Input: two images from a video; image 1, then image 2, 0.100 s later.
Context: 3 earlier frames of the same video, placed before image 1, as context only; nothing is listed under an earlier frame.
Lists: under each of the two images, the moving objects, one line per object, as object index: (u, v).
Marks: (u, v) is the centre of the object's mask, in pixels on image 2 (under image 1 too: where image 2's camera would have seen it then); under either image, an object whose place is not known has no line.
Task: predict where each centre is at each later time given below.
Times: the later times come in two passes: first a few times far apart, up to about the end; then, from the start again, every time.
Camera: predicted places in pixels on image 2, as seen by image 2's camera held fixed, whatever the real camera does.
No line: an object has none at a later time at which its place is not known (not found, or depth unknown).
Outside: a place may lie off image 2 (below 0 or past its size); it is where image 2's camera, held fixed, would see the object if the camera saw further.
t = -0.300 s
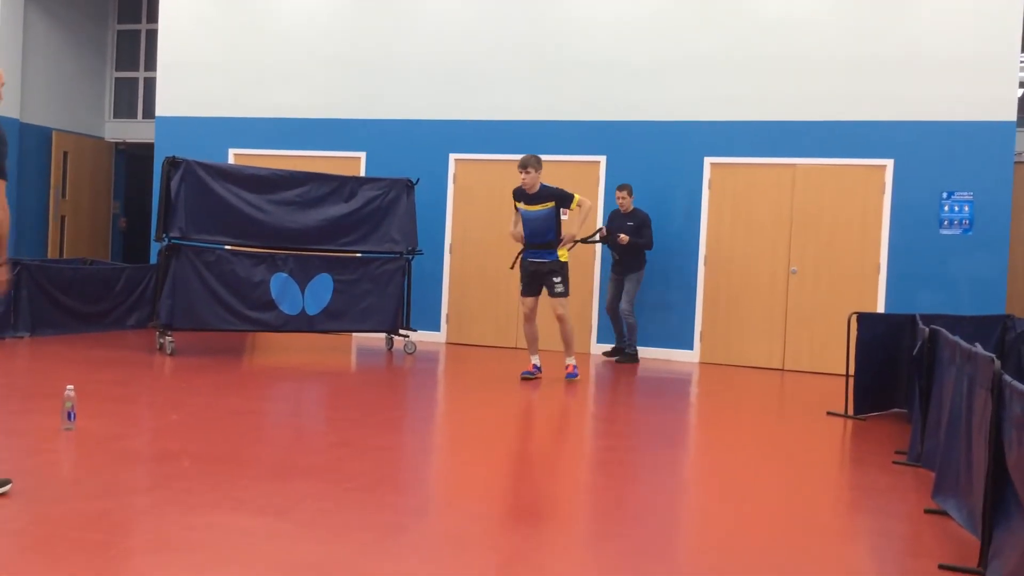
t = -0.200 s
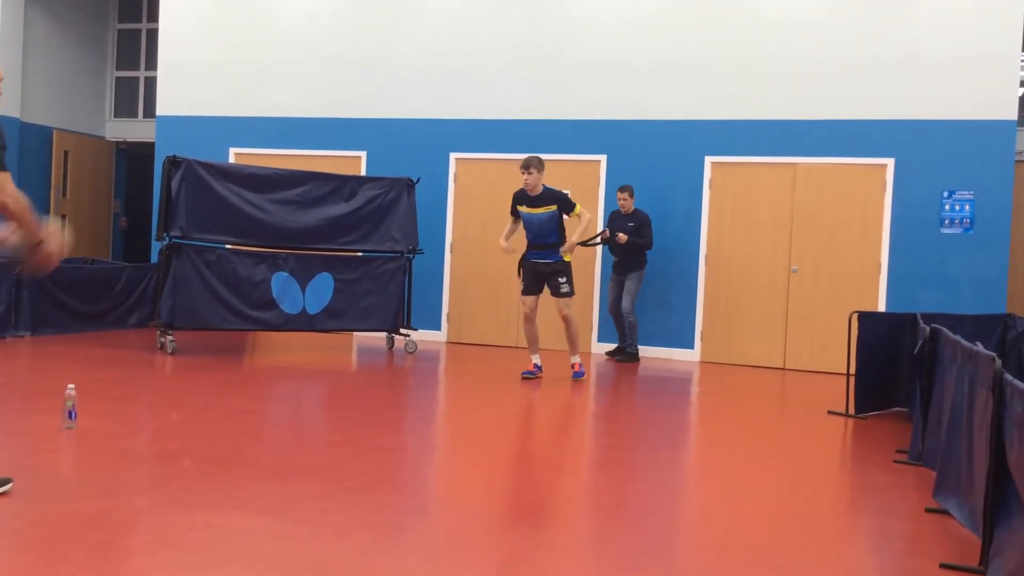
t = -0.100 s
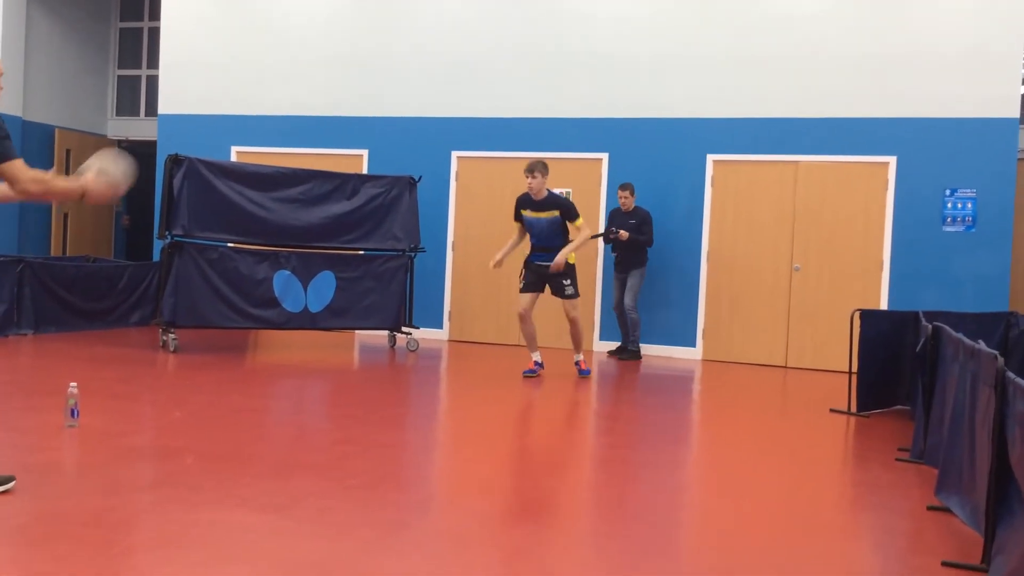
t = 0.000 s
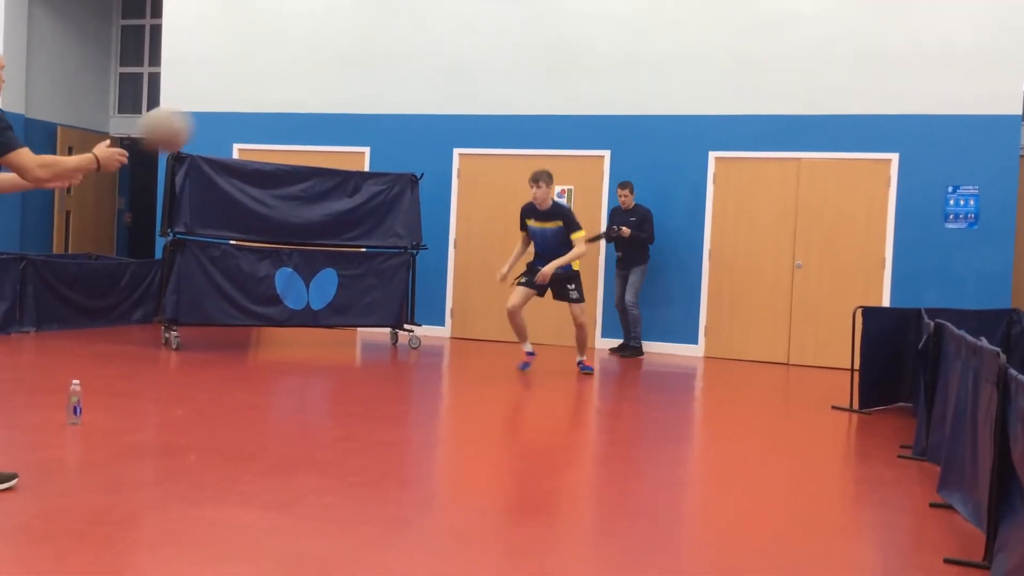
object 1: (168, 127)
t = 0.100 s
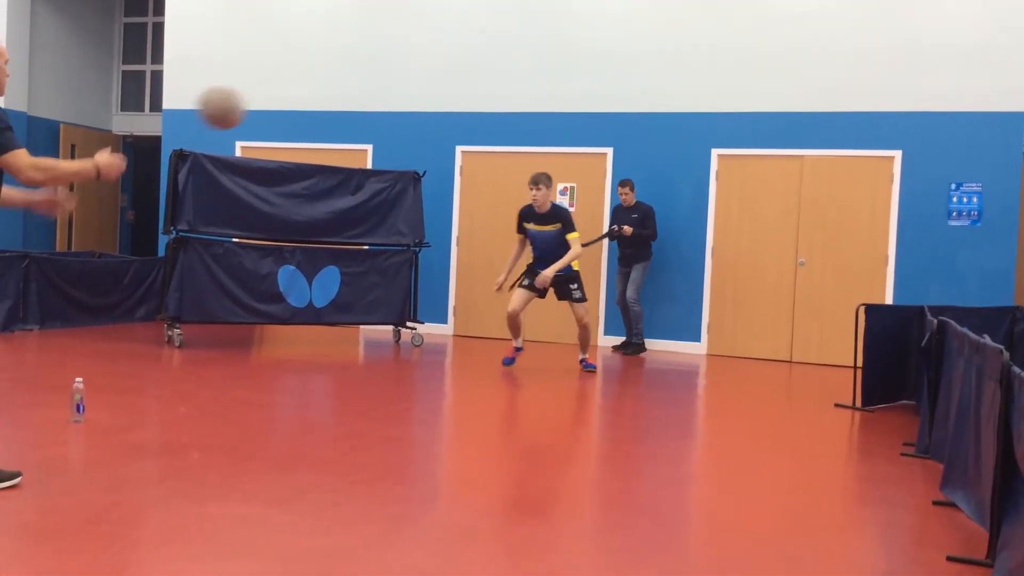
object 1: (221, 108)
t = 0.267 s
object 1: (302, 121)
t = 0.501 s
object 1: (394, 229)
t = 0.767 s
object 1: (475, 385)
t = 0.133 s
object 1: (239, 105)
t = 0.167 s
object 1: (255, 106)
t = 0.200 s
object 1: (271, 109)
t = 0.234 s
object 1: (287, 114)
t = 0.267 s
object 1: (302, 121)
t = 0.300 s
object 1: (315, 130)
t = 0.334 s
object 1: (328, 139)
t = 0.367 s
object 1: (344, 155)
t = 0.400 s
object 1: (358, 173)
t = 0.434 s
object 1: (370, 190)
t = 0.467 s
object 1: (383, 208)
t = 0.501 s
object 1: (394, 229)
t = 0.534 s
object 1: (406, 252)
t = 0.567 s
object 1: (416, 275)
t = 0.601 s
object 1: (427, 300)
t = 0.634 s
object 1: (437, 328)
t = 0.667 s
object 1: (448, 358)
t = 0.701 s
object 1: (458, 388)
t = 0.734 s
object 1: (466, 413)
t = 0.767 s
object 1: (475, 385)
